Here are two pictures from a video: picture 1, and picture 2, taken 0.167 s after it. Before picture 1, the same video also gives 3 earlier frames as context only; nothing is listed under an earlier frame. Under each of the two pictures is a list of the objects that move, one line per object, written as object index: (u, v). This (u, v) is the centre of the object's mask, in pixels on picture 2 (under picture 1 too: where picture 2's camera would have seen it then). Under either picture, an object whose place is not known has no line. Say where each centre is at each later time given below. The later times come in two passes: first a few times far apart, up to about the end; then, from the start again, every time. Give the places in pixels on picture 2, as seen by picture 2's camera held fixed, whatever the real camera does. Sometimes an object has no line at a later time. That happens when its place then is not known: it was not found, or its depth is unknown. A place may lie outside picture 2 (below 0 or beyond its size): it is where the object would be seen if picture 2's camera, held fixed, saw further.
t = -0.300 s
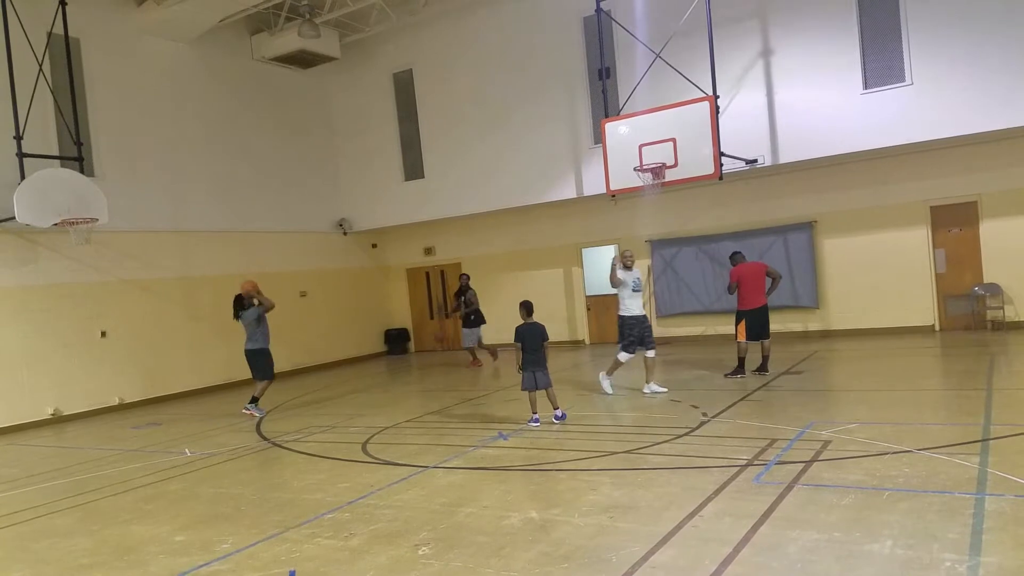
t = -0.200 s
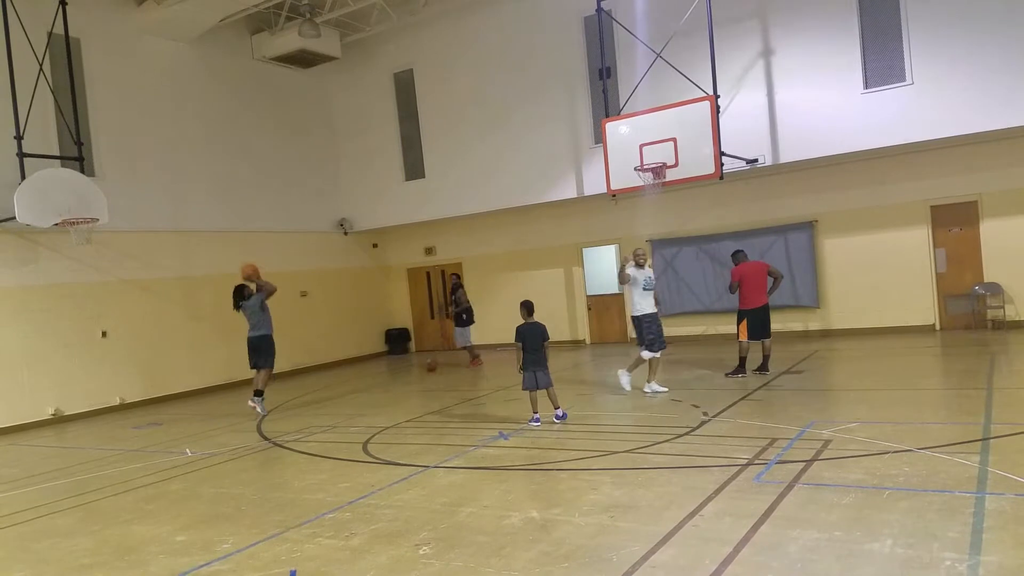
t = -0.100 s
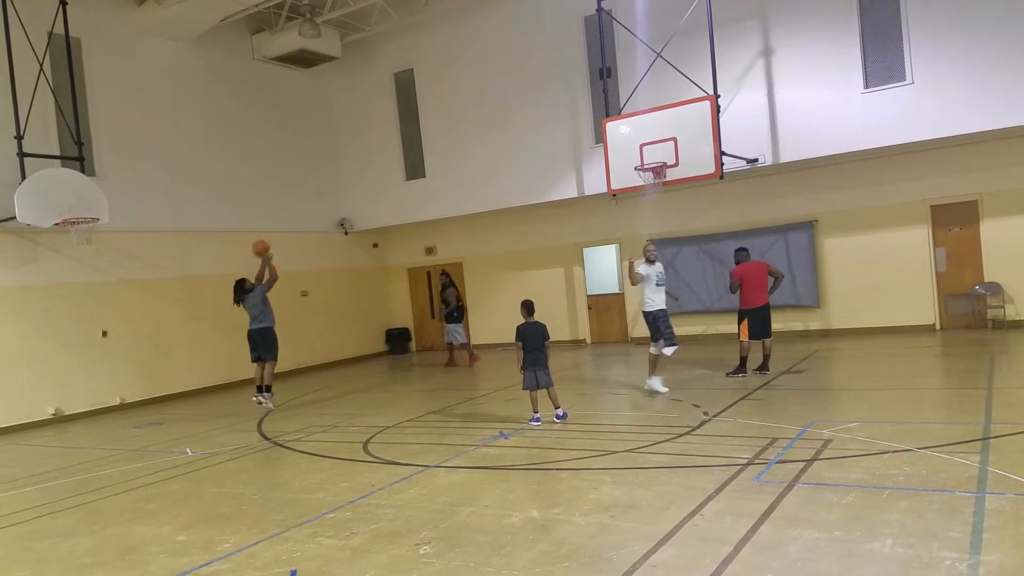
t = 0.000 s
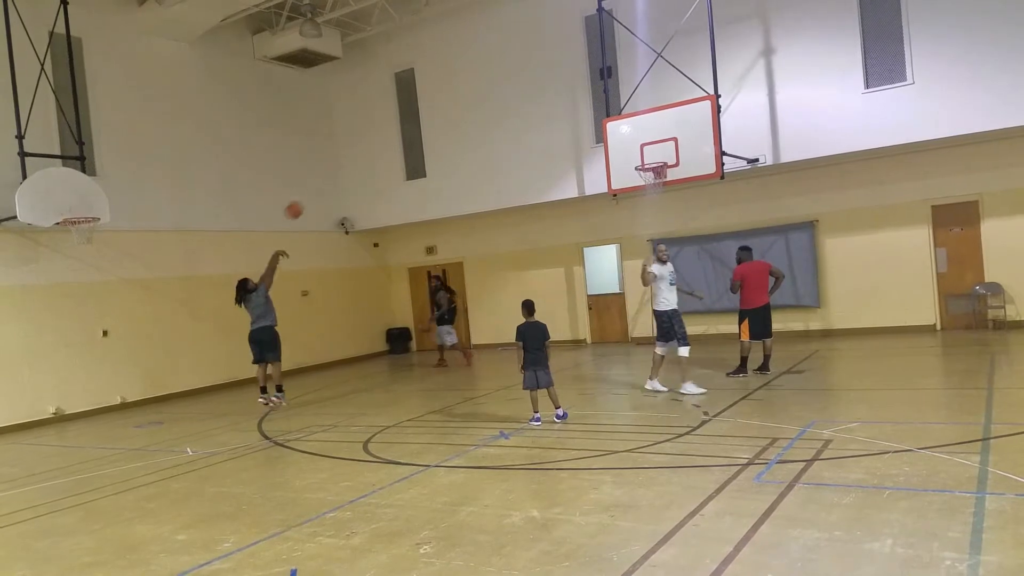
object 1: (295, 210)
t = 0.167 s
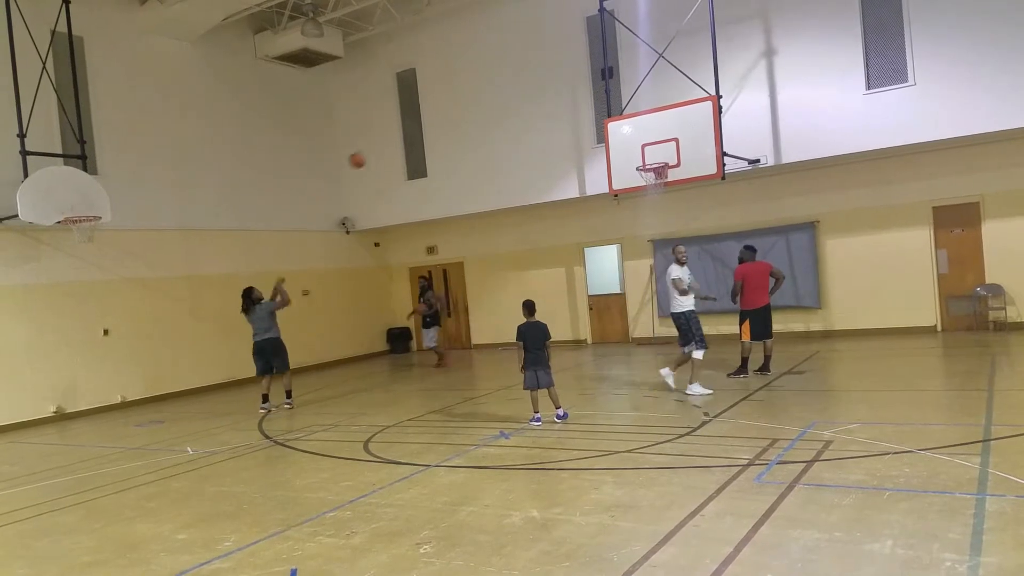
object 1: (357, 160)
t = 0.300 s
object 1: (407, 132)
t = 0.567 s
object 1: (503, 113)
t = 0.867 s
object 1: (615, 142)
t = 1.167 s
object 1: (688, 144)
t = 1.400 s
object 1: (734, 152)
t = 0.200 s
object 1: (369, 152)
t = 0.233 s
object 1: (382, 145)
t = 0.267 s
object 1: (394, 139)
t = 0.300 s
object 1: (407, 132)
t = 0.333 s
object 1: (418, 128)
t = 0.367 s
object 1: (431, 124)
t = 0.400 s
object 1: (442, 121)
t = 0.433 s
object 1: (454, 118)
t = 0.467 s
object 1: (466, 116)
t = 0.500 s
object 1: (479, 114)
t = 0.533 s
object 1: (492, 113)
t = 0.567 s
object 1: (503, 113)
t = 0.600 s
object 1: (515, 114)
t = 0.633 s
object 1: (527, 115)
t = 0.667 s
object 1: (539, 117)
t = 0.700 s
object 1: (552, 120)
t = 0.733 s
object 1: (564, 123)
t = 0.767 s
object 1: (577, 127)
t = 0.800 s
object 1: (588, 131)
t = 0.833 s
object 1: (601, 136)
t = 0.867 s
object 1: (615, 142)
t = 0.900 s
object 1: (627, 149)
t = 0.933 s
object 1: (639, 156)
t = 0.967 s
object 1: (650, 161)
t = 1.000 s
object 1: (657, 157)
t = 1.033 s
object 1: (665, 156)
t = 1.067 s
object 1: (670, 152)
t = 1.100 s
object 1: (676, 149)
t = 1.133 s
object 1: (682, 146)
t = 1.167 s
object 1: (688, 144)
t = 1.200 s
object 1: (694, 143)
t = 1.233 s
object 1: (701, 143)
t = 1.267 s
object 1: (707, 143)
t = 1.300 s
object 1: (713, 144)
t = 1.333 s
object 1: (721, 146)
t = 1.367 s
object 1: (727, 148)
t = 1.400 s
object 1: (734, 152)
